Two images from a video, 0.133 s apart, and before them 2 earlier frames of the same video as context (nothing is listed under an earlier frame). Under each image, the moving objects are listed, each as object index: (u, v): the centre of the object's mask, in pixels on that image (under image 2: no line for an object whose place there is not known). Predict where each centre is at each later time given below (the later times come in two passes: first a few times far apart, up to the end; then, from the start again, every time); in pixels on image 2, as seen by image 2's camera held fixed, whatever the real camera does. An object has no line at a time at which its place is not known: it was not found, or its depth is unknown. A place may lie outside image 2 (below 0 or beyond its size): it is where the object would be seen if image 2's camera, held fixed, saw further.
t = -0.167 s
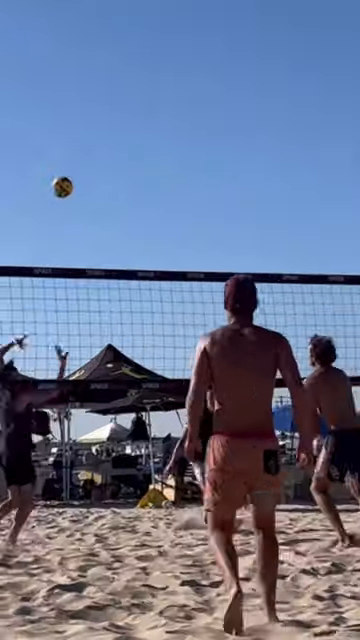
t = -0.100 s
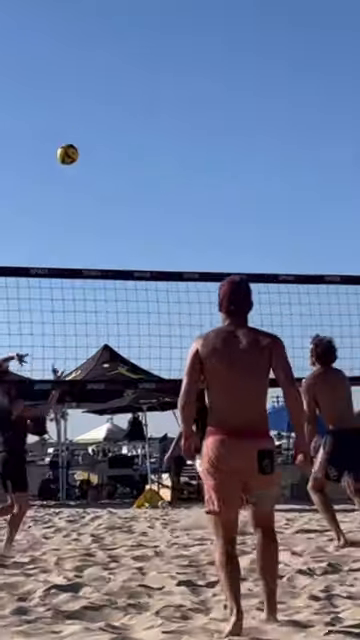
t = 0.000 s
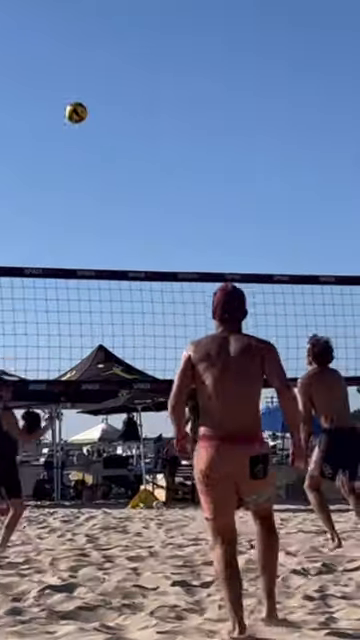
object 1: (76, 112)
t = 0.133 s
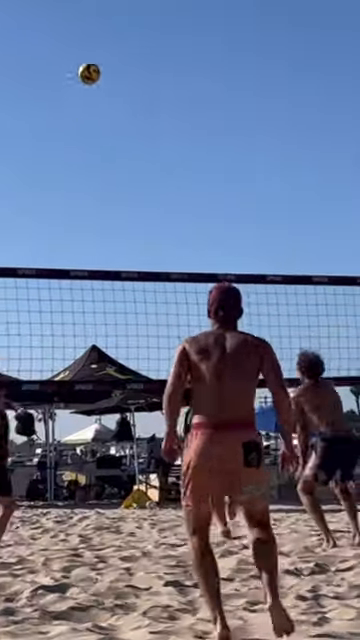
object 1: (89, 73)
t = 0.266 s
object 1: (110, 51)
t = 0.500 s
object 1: (151, 54)
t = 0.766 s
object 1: (205, 122)
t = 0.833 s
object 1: (220, 150)
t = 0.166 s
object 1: (94, 66)
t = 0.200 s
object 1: (99, 60)
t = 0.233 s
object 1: (104, 55)
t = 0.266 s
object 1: (110, 51)
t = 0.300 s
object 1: (115, 48)
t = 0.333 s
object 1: (121, 46)
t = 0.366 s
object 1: (127, 46)
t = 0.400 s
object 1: (132, 46)
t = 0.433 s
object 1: (138, 48)
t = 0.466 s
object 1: (145, 50)
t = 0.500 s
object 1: (151, 54)
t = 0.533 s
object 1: (157, 59)
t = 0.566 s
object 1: (164, 64)
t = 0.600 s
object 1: (170, 72)
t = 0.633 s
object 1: (177, 79)
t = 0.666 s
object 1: (184, 88)
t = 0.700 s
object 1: (191, 99)
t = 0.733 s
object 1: (198, 109)
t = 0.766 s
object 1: (205, 122)
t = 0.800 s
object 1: (213, 136)
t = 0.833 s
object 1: (220, 150)
